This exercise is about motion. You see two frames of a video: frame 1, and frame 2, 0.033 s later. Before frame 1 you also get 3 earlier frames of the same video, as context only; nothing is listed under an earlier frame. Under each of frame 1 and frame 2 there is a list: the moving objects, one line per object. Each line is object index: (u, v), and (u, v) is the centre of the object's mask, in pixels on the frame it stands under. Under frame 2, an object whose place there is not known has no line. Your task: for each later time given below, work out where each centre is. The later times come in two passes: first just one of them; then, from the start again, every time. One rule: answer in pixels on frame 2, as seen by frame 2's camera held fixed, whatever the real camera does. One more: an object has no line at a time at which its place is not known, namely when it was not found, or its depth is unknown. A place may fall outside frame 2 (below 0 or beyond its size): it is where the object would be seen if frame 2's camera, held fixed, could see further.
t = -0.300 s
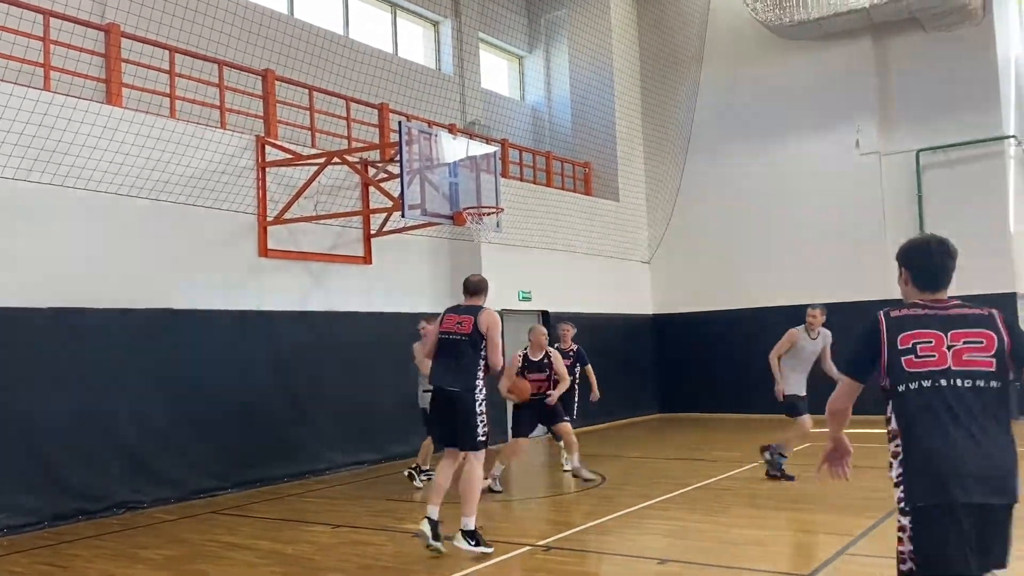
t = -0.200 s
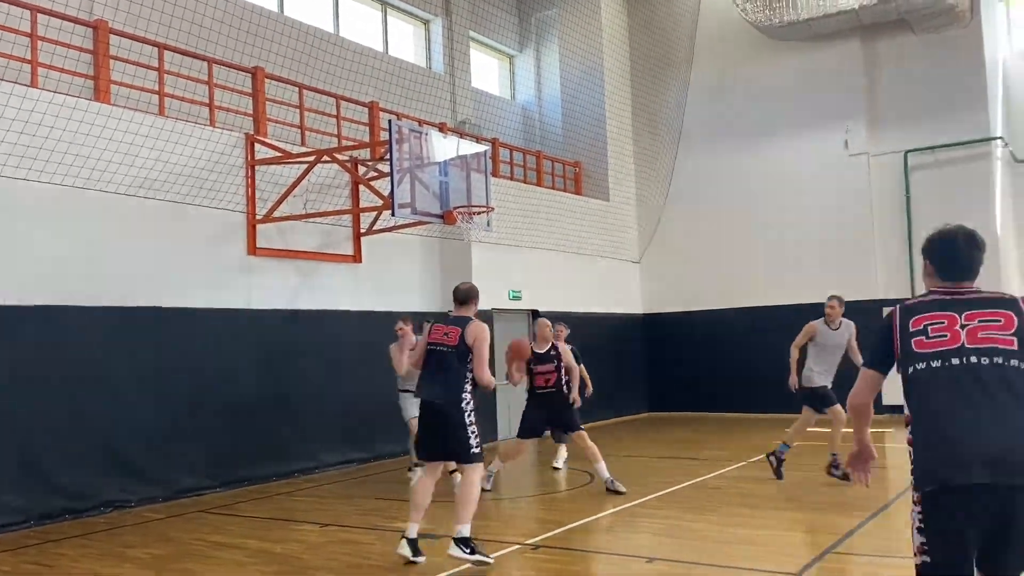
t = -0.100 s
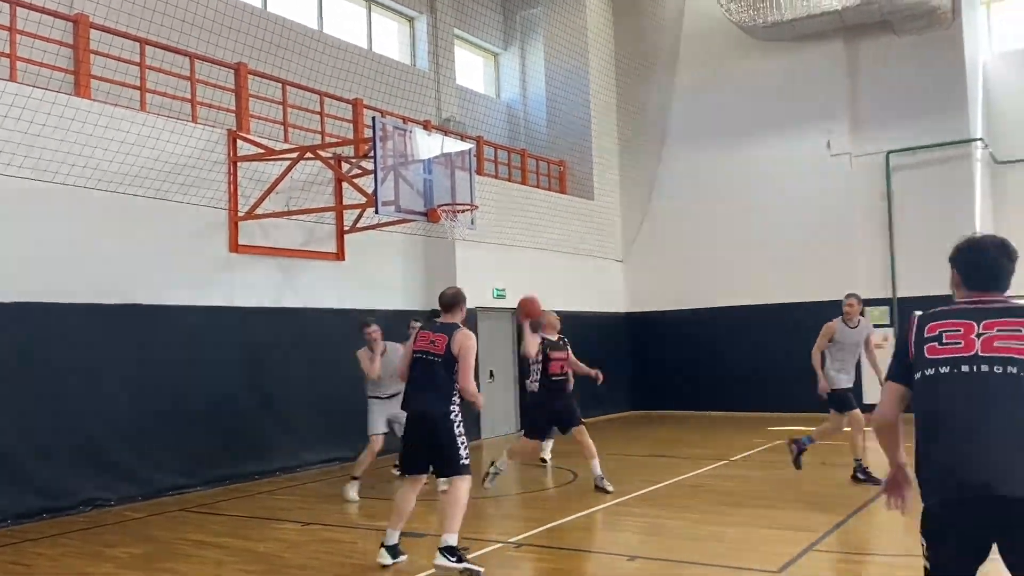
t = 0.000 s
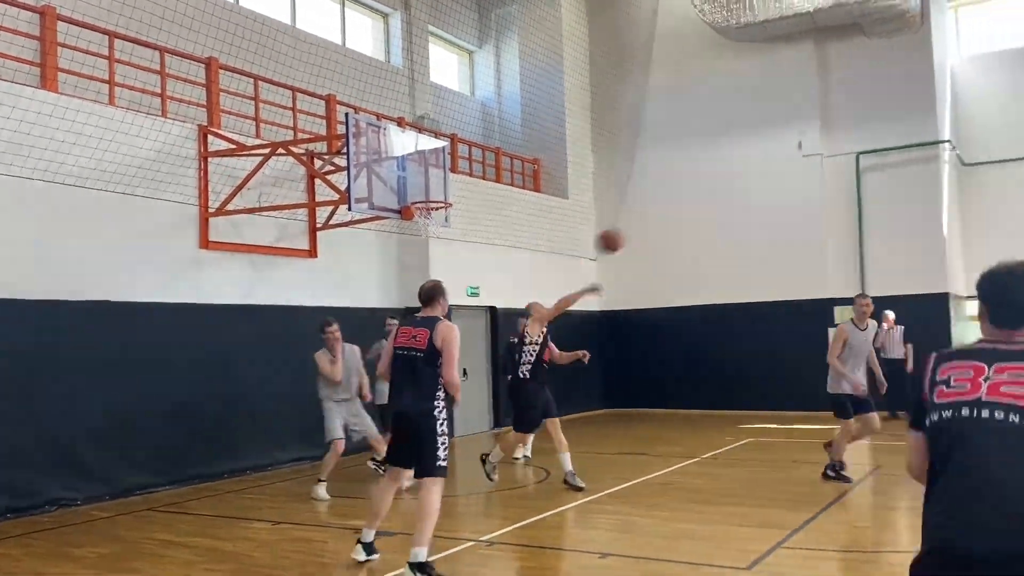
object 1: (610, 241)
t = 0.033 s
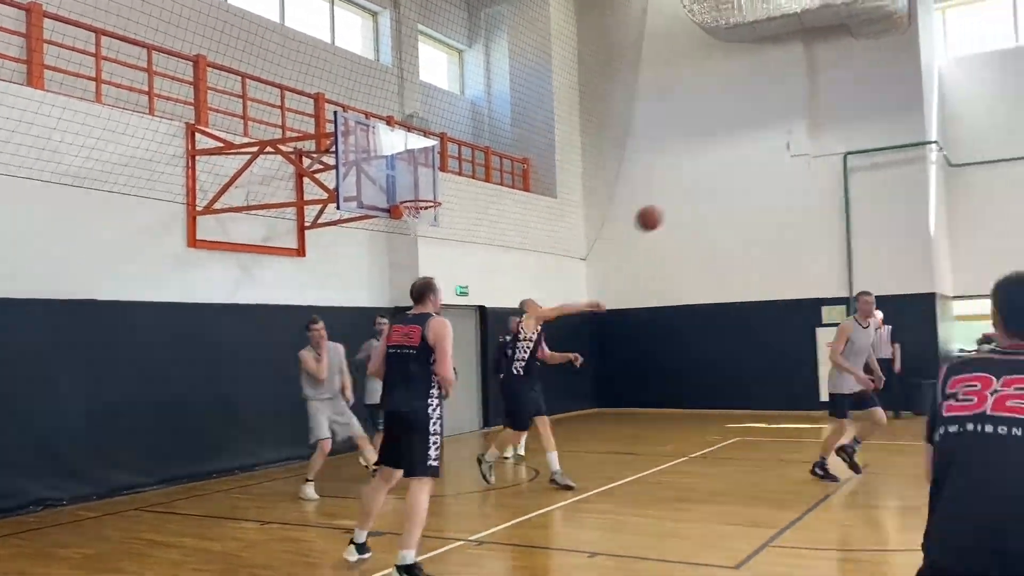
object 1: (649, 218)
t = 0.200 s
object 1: (911, 117)
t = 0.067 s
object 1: (697, 198)
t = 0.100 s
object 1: (748, 177)
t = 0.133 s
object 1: (802, 156)
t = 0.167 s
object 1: (855, 136)
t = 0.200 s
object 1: (911, 117)
